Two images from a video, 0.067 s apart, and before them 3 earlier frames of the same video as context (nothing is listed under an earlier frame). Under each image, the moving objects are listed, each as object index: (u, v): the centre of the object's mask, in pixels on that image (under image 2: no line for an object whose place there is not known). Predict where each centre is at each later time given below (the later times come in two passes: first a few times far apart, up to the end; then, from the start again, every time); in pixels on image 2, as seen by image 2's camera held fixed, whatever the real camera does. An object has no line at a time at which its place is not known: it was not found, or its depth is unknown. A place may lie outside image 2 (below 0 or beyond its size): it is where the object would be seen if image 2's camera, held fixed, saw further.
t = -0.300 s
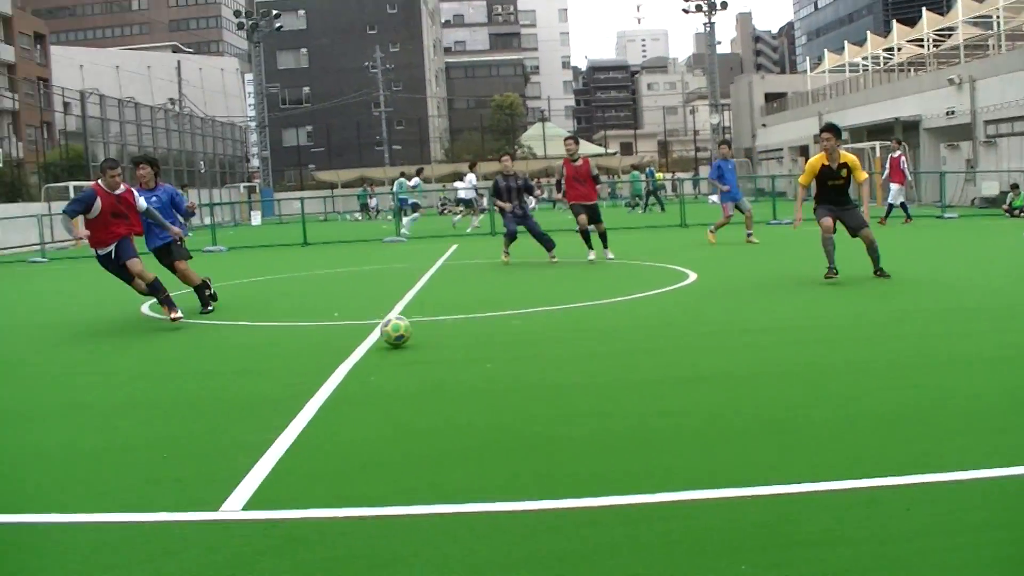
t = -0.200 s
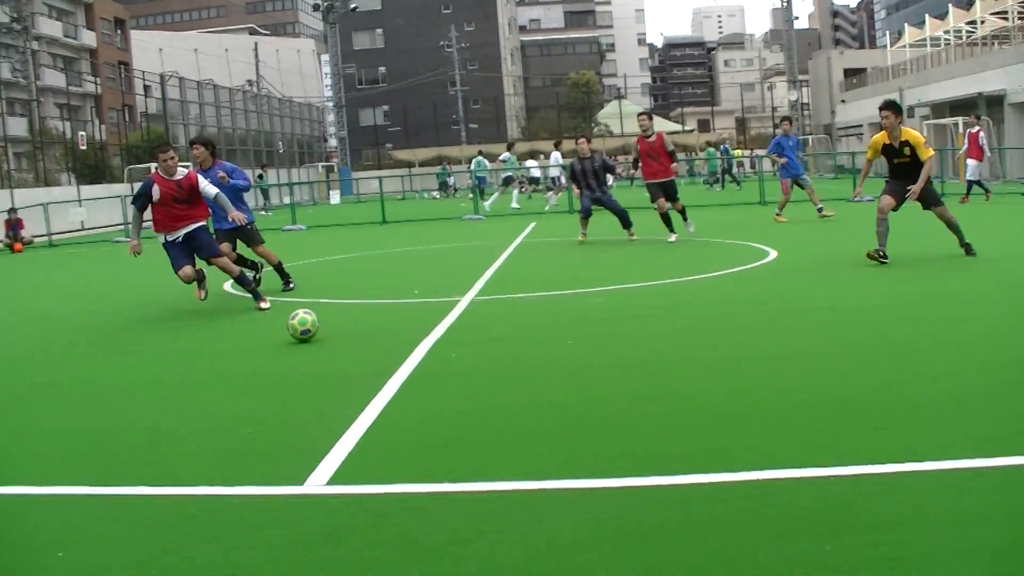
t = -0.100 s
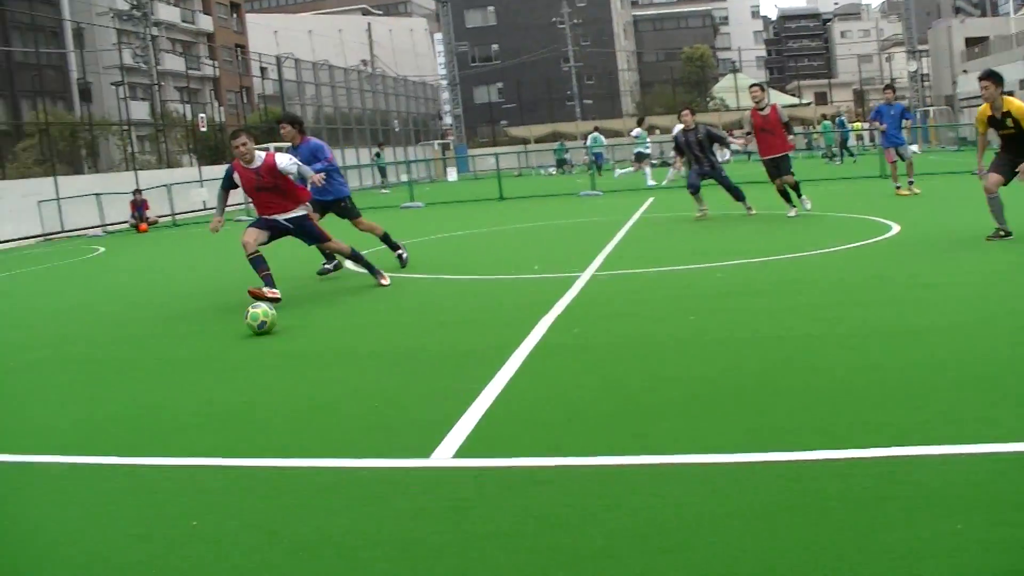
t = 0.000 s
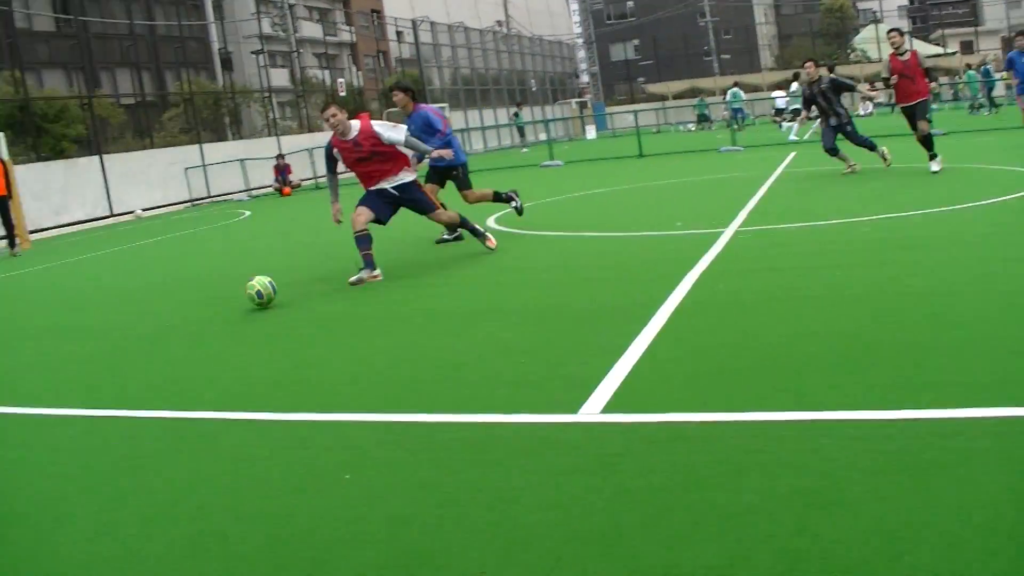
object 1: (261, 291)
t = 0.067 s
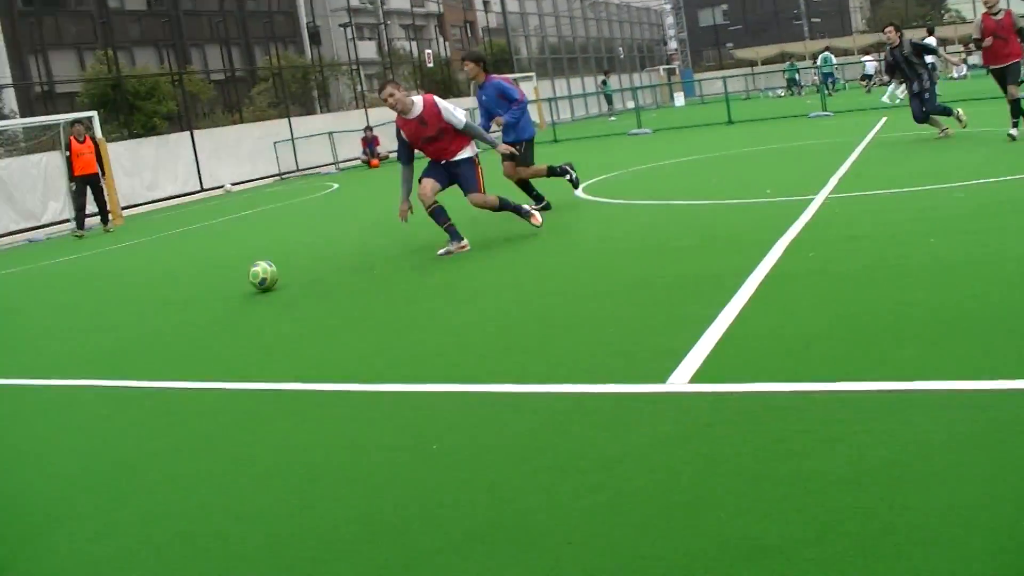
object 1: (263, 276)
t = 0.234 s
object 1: (74, 302)
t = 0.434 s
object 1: (-112, 333)
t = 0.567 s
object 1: (-211, 348)
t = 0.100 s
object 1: (223, 279)
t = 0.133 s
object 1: (184, 284)
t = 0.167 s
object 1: (147, 292)
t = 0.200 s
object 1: (110, 299)
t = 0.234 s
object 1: (74, 302)
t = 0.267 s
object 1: (39, 306)
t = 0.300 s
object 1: (6, 312)
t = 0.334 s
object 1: (-26, 319)
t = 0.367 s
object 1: (-56, 322)
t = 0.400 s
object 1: (-85, 327)
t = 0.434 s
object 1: (-112, 333)
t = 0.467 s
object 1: (-139, 336)
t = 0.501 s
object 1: (-165, 340)
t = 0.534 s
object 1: (-188, 345)
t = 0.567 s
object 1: (-211, 348)
